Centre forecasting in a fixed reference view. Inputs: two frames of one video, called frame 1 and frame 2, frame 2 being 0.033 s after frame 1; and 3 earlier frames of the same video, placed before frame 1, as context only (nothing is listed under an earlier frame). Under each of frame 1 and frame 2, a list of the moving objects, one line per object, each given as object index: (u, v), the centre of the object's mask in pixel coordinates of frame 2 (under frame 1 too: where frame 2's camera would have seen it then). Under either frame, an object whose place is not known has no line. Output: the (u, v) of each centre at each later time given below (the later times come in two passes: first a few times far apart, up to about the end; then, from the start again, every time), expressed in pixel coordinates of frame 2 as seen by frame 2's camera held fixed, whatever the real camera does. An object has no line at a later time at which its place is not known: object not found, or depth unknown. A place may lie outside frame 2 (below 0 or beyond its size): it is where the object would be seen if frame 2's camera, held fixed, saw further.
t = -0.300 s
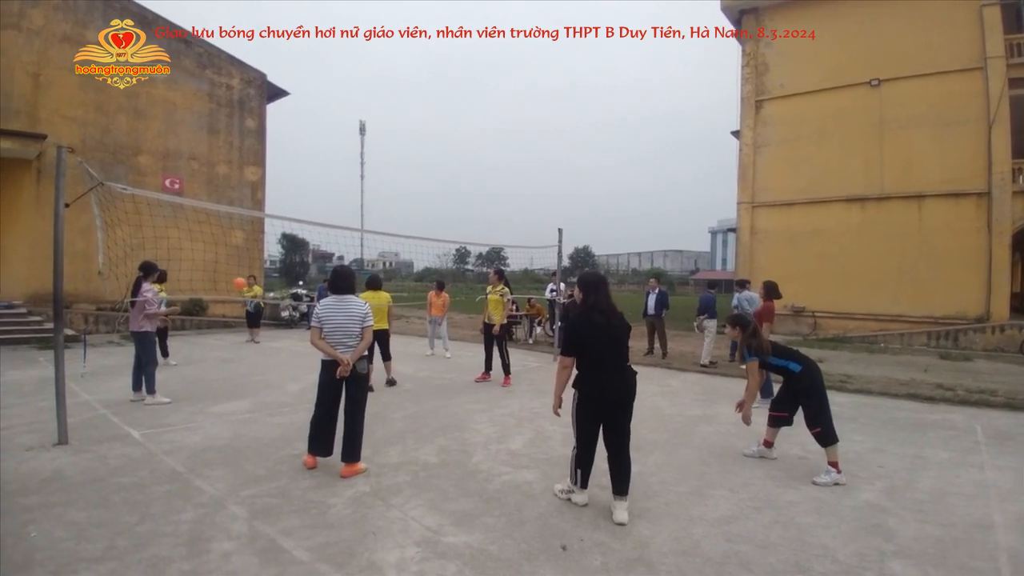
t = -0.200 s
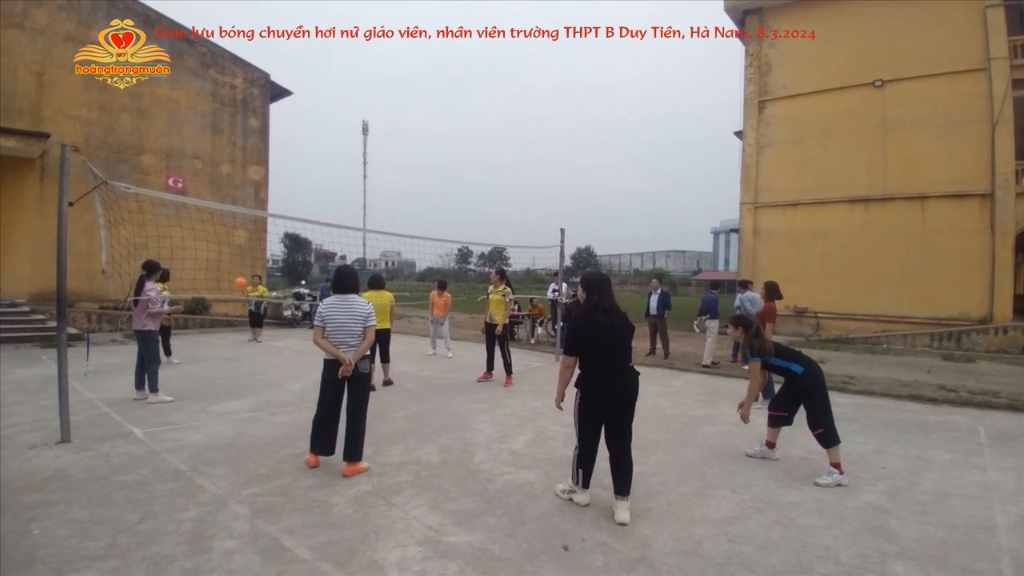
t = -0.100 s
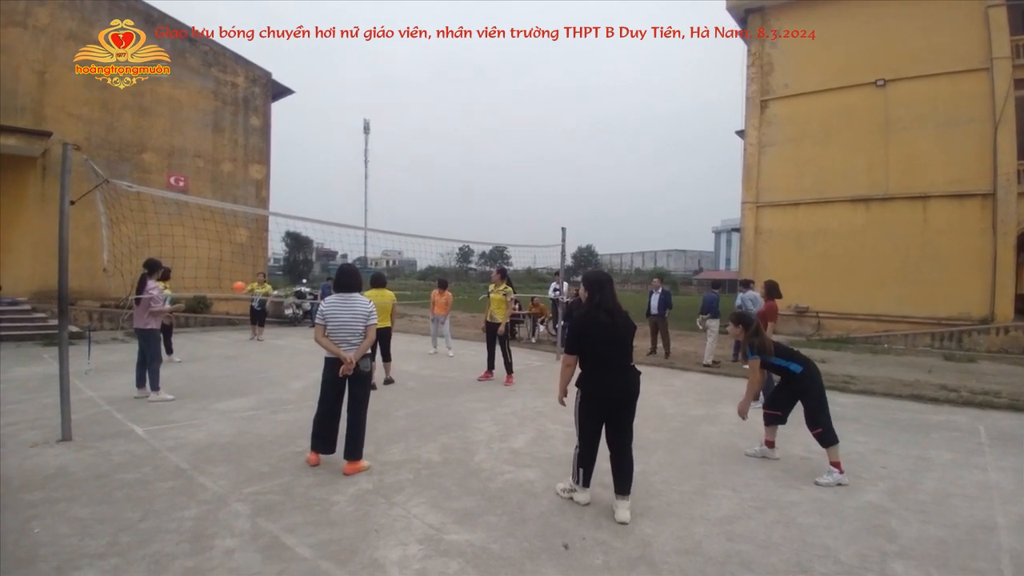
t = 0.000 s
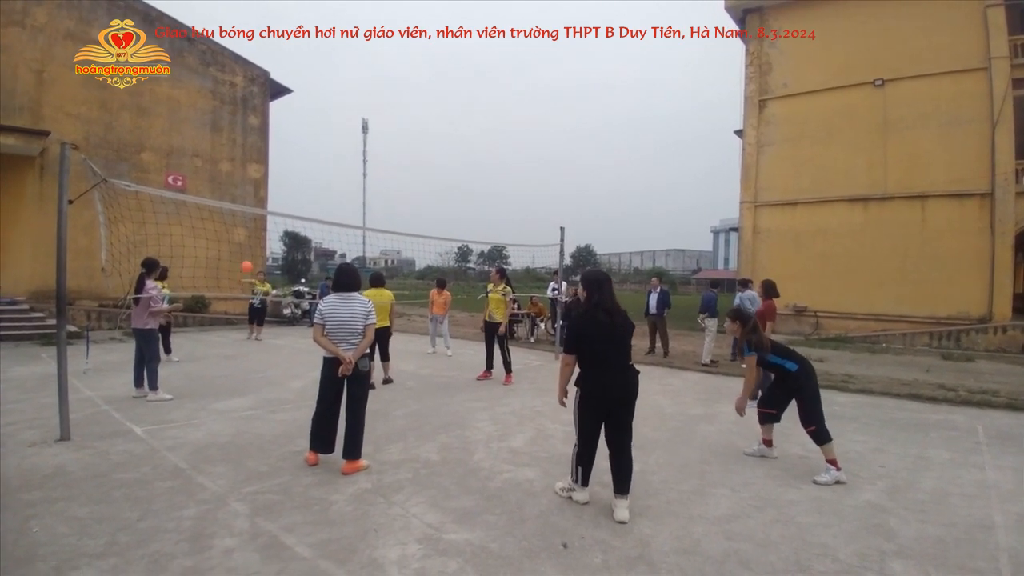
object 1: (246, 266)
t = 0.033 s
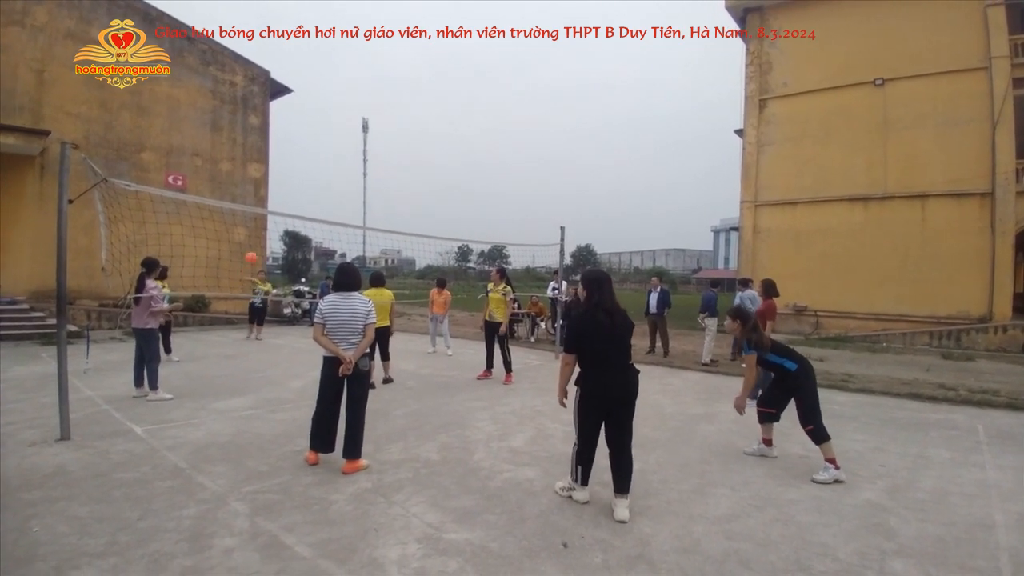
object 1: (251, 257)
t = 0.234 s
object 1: (280, 209)
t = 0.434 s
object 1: (309, 178)
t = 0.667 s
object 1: (349, 169)
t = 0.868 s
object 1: (389, 196)
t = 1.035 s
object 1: (427, 251)
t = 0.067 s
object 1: (256, 249)
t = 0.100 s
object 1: (260, 241)
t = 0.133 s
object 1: (264, 233)
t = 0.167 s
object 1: (269, 225)
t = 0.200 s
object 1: (275, 219)
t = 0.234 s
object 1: (280, 209)
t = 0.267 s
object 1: (285, 204)
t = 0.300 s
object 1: (290, 197)
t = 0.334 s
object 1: (294, 192)
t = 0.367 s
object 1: (299, 187)
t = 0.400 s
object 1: (304, 182)
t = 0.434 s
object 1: (309, 178)
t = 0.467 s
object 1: (315, 174)
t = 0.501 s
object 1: (320, 171)
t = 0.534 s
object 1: (326, 169)
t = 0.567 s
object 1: (331, 168)
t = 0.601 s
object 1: (337, 167)
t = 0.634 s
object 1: (342, 167)
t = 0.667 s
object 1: (349, 169)
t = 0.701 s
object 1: (355, 171)
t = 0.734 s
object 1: (361, 174)
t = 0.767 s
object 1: (368, 178)
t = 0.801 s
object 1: (375, 183)
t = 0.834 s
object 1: (382, 189)
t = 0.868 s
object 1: (389, 196)
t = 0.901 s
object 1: (396, 204)
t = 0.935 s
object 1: (404, 214)
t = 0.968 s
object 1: (411, 225)
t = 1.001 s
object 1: (419, 238)
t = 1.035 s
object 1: (427, 251)
